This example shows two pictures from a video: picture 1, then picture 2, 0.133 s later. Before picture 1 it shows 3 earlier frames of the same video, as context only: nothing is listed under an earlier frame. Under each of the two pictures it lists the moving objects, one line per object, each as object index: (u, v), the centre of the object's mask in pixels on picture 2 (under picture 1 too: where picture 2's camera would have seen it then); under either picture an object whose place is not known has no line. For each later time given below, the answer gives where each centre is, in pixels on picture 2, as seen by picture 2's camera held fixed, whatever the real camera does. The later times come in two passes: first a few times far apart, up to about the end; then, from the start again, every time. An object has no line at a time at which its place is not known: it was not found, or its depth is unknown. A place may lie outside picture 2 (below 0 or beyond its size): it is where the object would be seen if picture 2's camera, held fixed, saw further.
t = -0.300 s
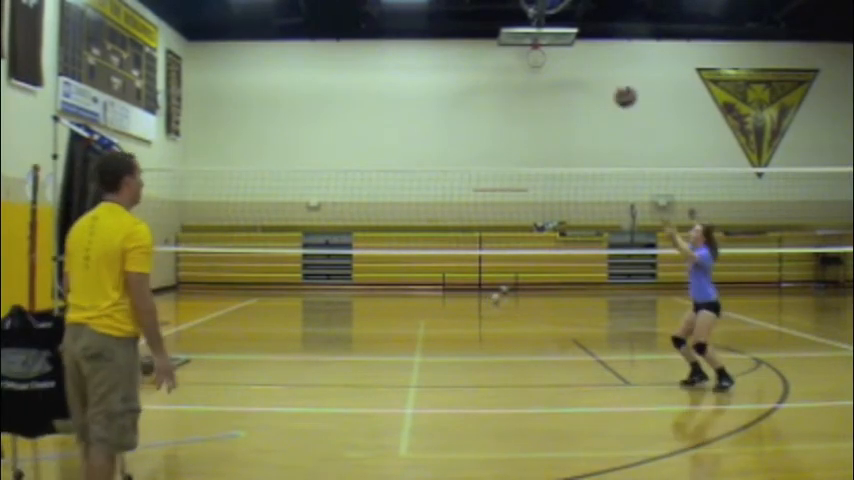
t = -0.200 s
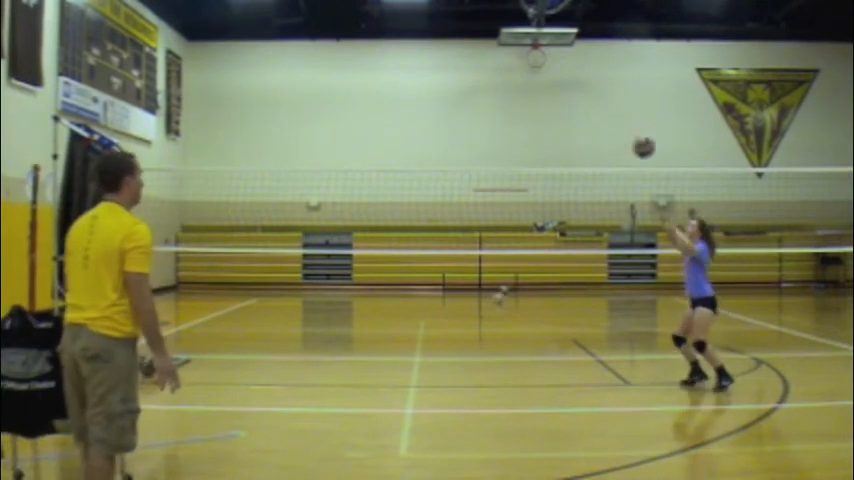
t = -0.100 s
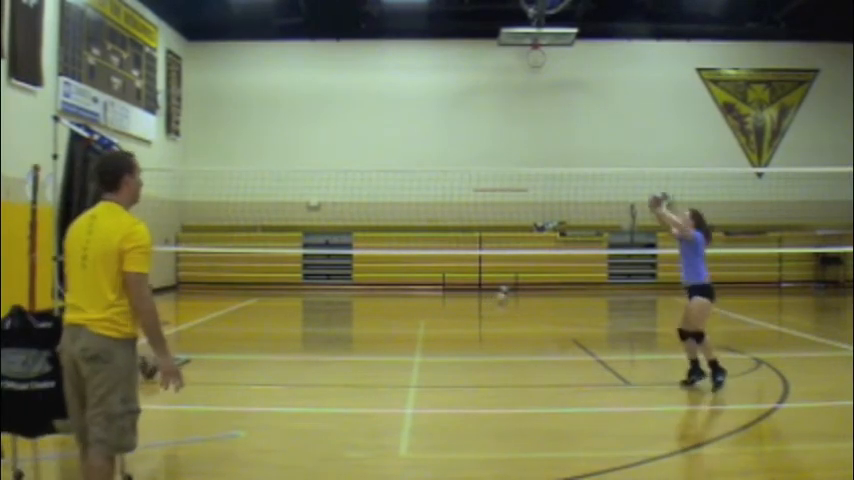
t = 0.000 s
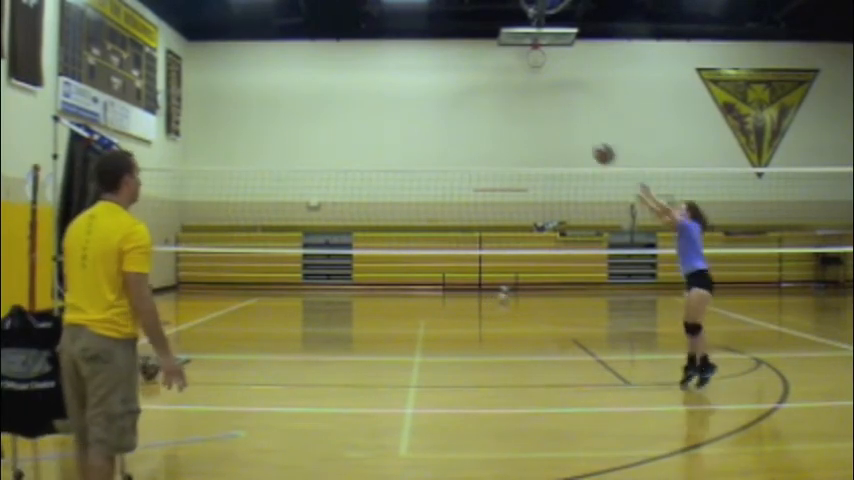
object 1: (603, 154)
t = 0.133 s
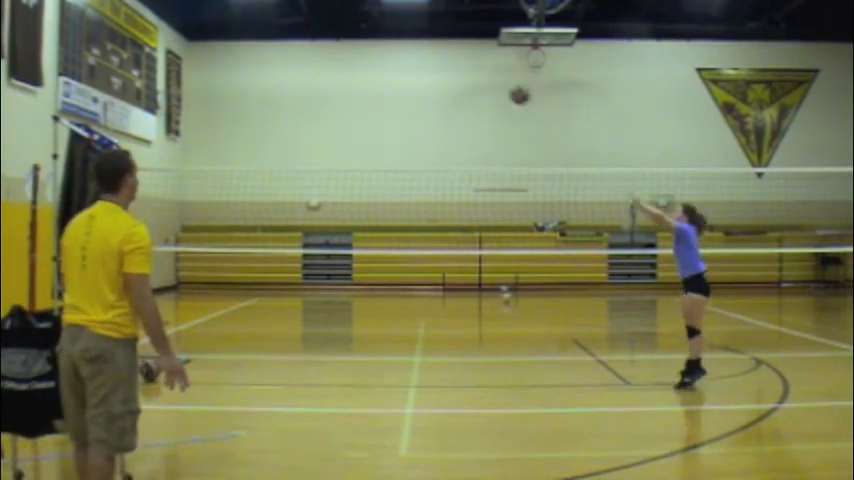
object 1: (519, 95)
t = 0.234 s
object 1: (460, 64)
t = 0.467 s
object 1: (332, 28)
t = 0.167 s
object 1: (499, 83)
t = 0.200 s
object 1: (479, 73)
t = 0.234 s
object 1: (460, 64)
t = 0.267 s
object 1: (440, 56)
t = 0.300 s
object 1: (422, 46)
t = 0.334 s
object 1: (404, 40)
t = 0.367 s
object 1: (385, 35)
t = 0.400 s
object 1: (368, 32)
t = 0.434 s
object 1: (349, 29)
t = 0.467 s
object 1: (332, 28)
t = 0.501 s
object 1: (315, 28)
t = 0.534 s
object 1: (298, 29)
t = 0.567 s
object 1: (282, 30)
